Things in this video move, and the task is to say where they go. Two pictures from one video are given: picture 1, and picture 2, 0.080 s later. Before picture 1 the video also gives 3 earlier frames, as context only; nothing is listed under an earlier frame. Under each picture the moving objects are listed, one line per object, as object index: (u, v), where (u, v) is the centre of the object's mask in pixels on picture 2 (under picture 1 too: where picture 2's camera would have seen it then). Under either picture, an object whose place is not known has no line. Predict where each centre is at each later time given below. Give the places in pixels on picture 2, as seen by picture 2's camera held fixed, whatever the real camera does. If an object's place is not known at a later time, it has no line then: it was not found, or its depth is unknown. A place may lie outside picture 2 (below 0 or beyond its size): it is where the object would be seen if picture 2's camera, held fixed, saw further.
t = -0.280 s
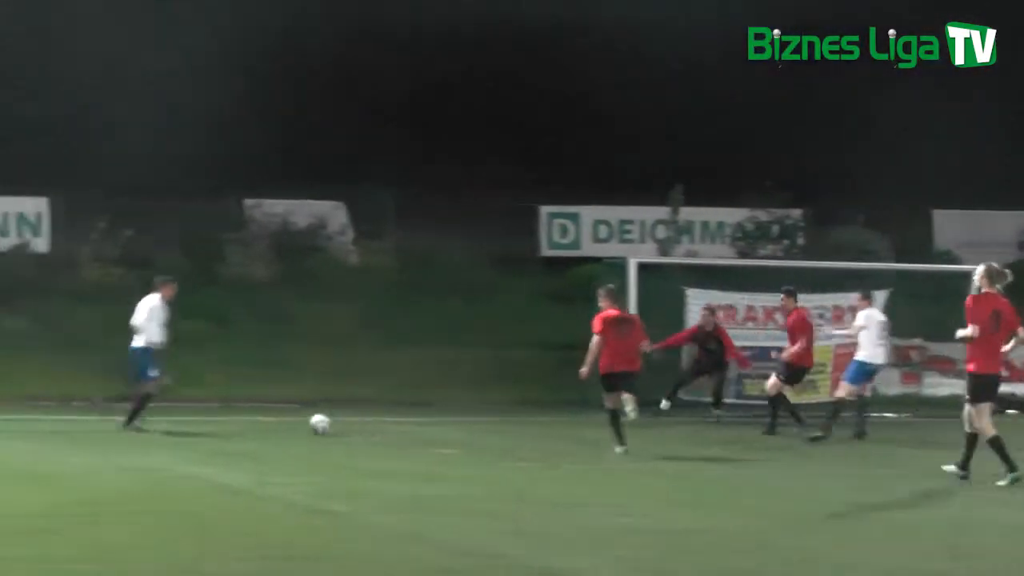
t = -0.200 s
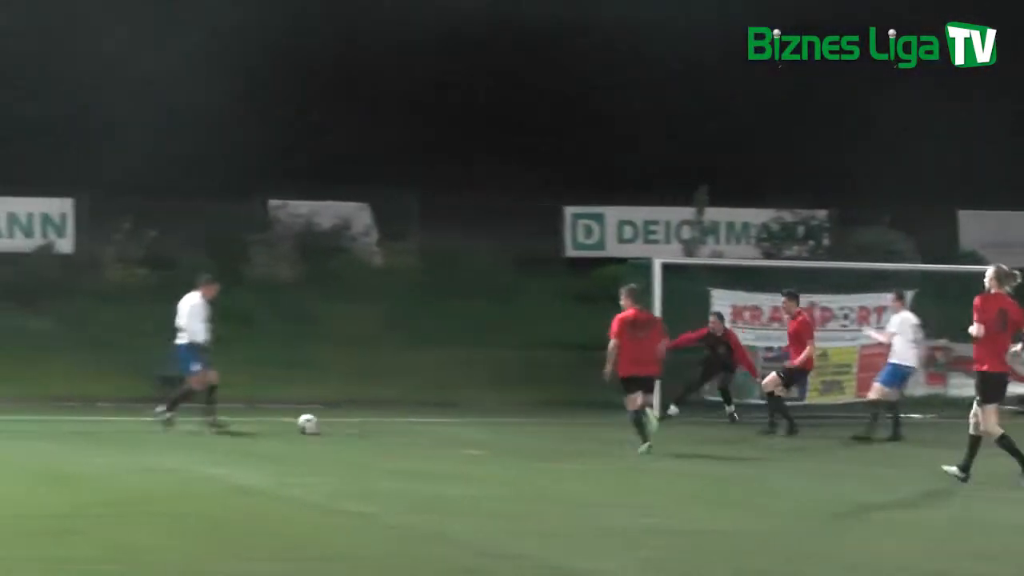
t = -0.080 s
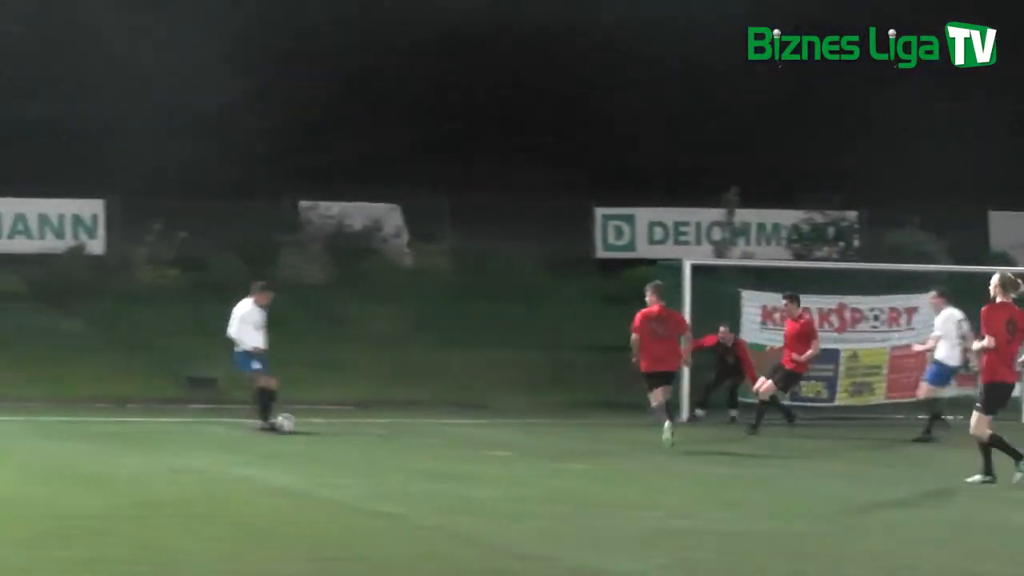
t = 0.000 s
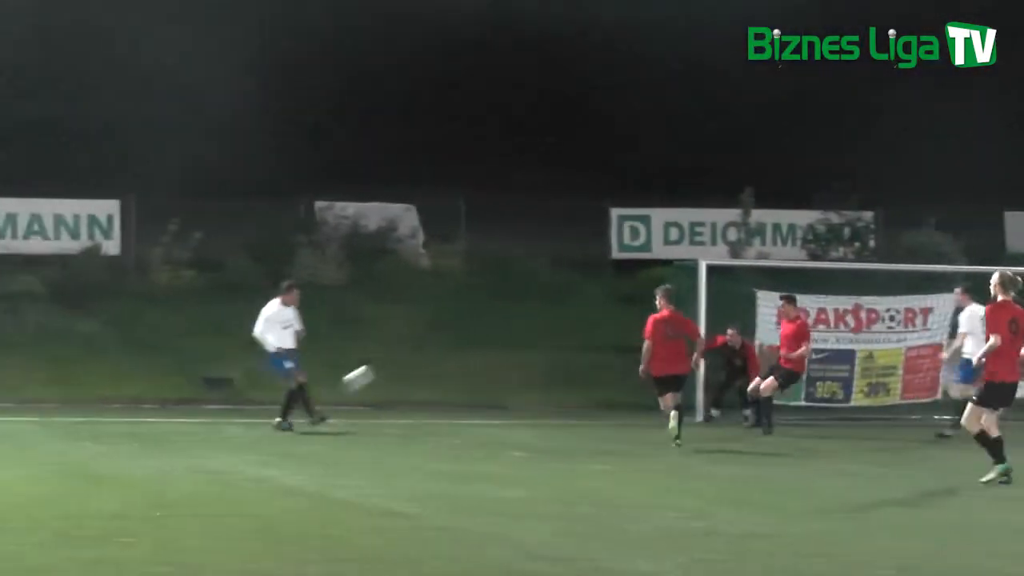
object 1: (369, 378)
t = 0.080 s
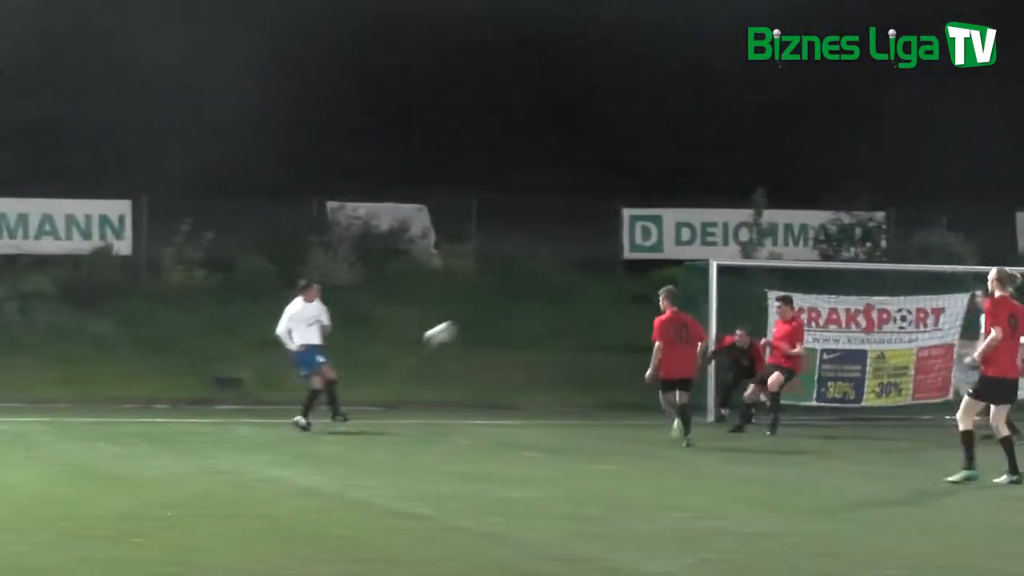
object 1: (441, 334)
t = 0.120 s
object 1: (475, 314)
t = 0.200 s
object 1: (540, 277)
